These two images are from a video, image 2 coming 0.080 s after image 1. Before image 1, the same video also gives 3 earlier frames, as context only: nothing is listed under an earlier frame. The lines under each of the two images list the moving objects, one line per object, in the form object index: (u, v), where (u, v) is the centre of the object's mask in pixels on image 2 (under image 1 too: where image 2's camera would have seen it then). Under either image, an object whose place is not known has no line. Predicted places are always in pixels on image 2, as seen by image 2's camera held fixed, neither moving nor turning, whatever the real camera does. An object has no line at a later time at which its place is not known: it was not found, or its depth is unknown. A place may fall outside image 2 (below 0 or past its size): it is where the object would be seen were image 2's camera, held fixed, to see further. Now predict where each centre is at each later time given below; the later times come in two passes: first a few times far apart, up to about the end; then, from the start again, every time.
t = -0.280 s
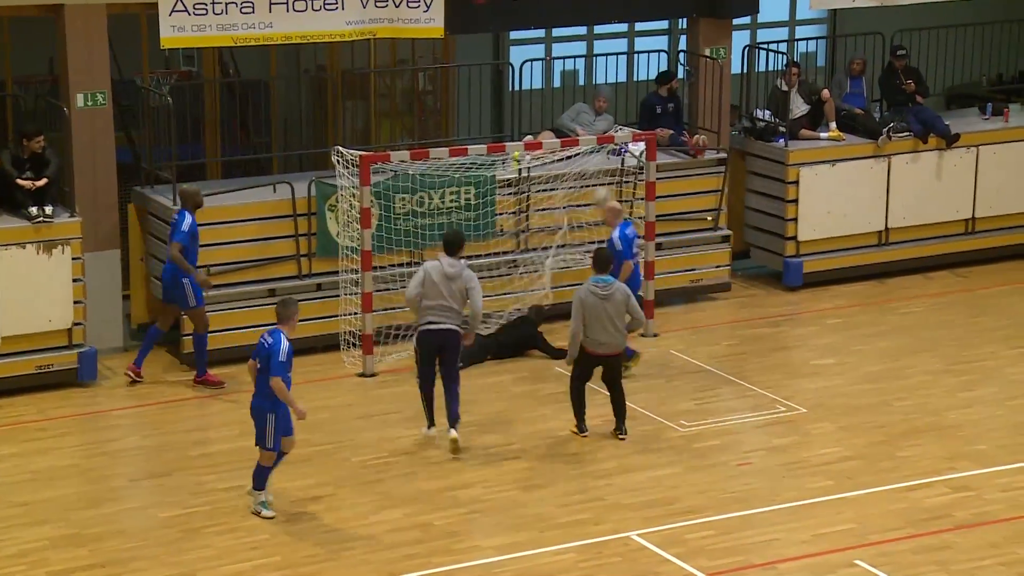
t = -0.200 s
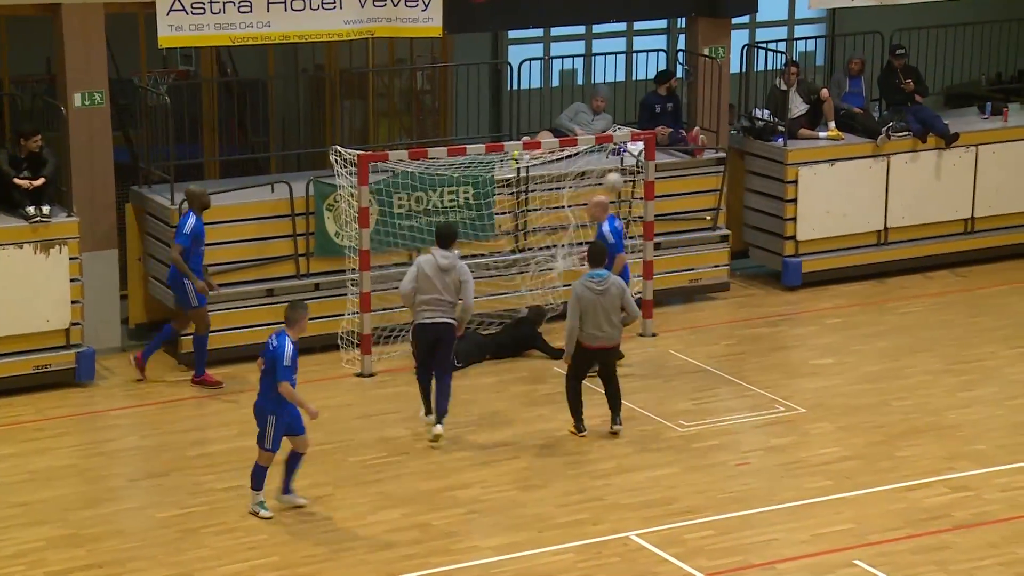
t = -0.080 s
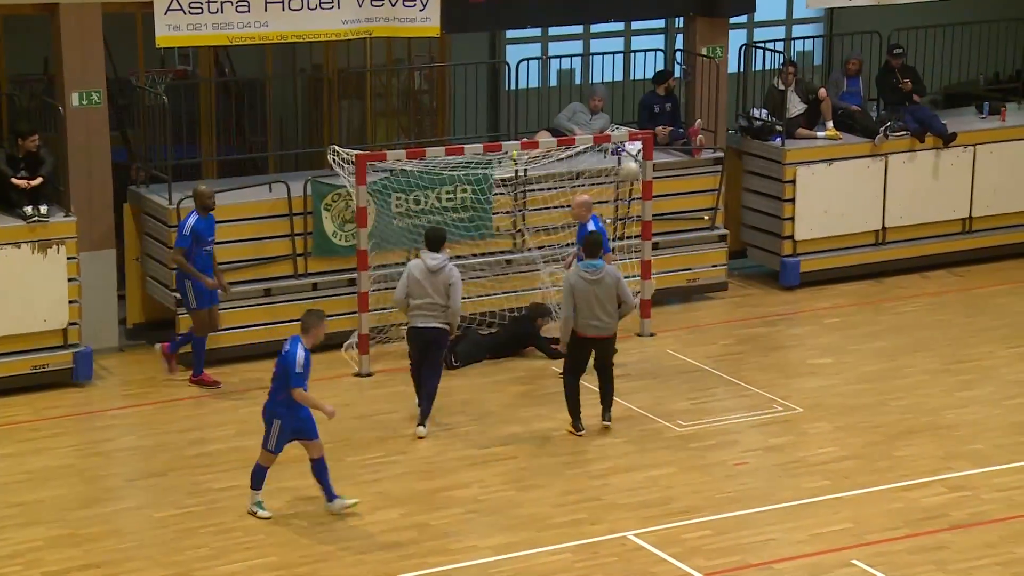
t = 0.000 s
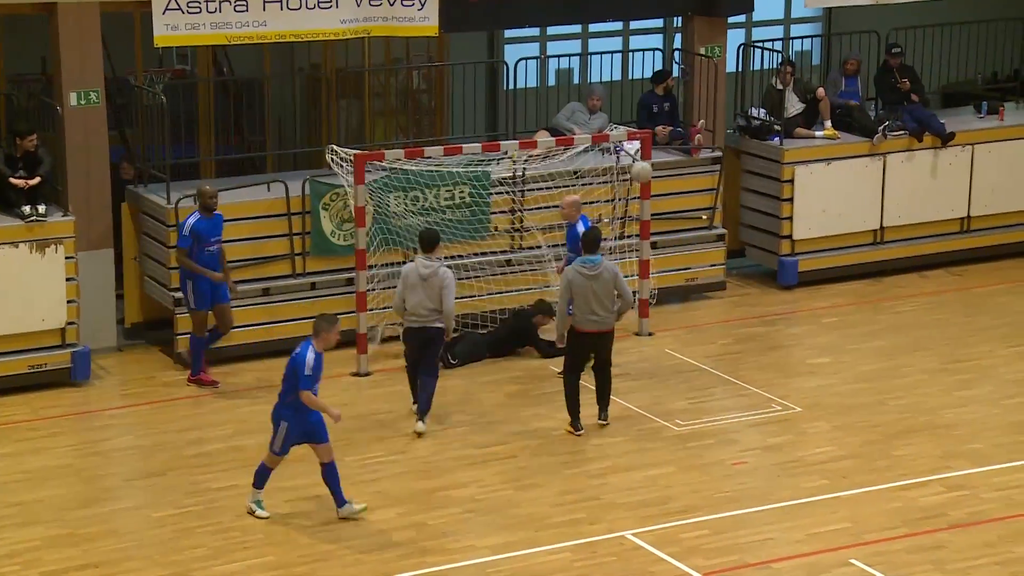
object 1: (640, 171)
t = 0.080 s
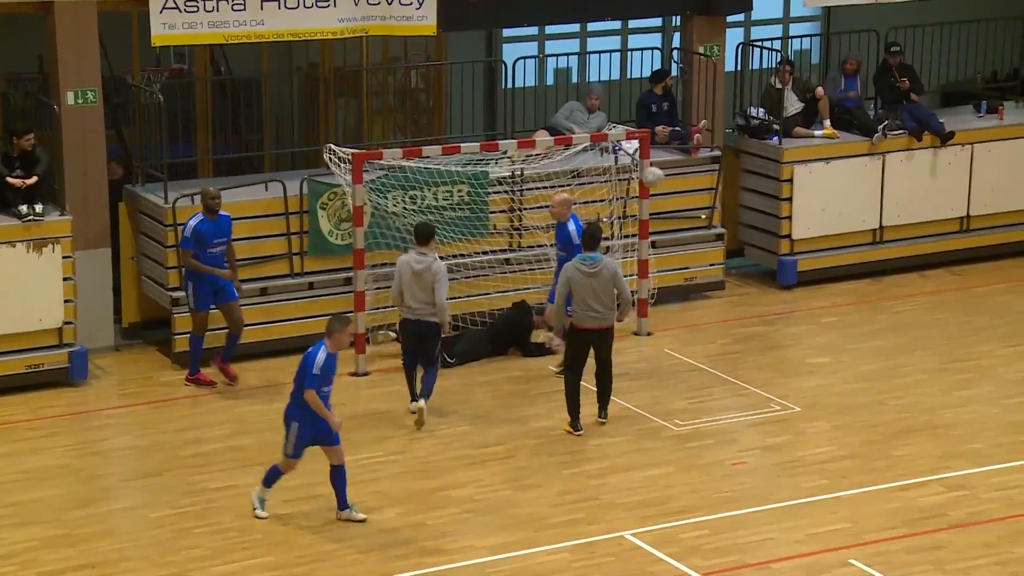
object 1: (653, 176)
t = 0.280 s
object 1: (687, 224)
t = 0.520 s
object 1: (729, 341)
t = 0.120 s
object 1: (660, 183)
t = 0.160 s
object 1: (667, 191)
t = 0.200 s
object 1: (674, 201)
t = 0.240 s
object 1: (681, 210)
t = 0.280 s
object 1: (687, 224)
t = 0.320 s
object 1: (695, 239)
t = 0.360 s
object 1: (702, 255)
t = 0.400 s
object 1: (708, 275)
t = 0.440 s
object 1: (715, 294)
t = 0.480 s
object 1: (722, 316)
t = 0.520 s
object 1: (729, 341)
